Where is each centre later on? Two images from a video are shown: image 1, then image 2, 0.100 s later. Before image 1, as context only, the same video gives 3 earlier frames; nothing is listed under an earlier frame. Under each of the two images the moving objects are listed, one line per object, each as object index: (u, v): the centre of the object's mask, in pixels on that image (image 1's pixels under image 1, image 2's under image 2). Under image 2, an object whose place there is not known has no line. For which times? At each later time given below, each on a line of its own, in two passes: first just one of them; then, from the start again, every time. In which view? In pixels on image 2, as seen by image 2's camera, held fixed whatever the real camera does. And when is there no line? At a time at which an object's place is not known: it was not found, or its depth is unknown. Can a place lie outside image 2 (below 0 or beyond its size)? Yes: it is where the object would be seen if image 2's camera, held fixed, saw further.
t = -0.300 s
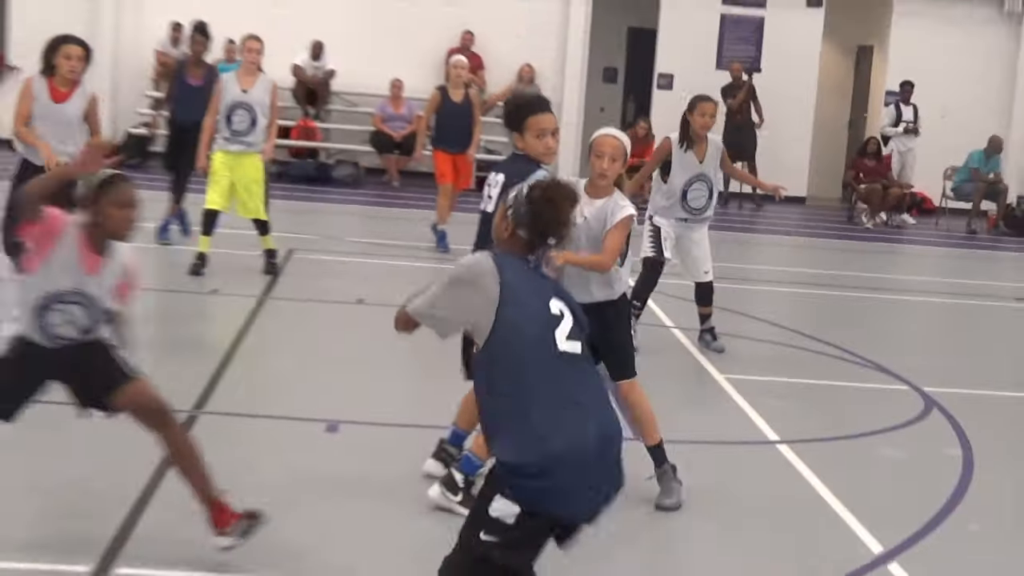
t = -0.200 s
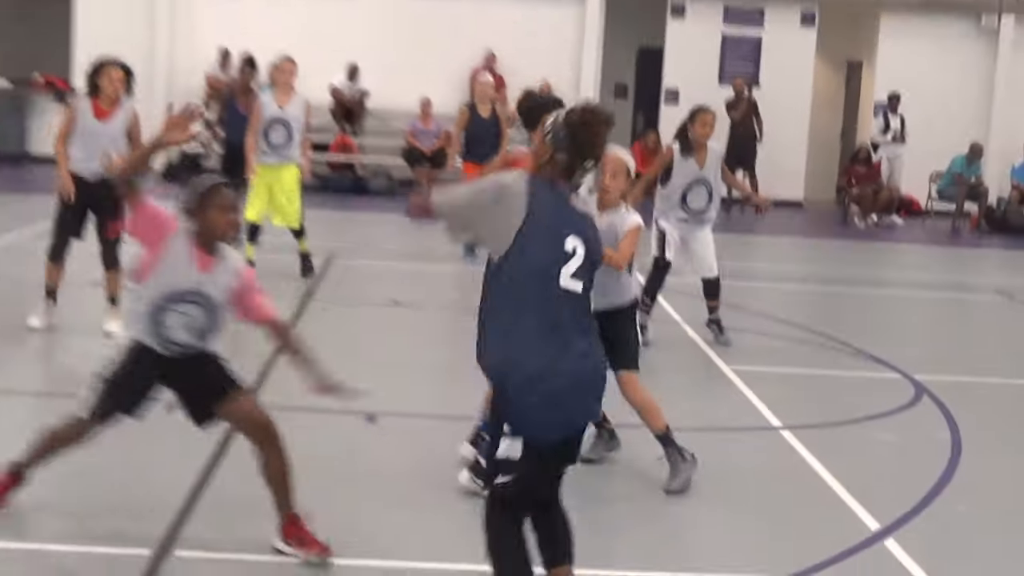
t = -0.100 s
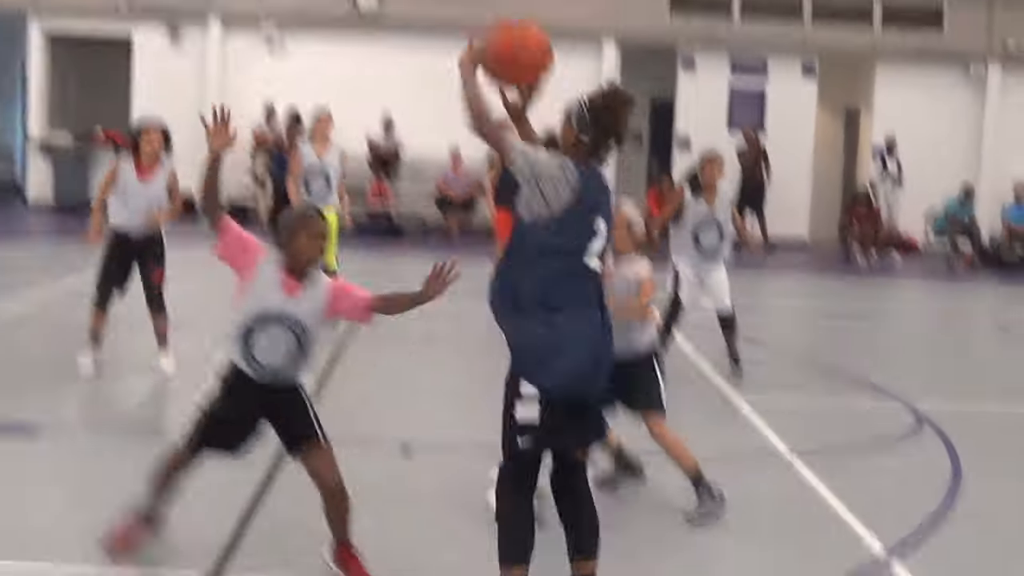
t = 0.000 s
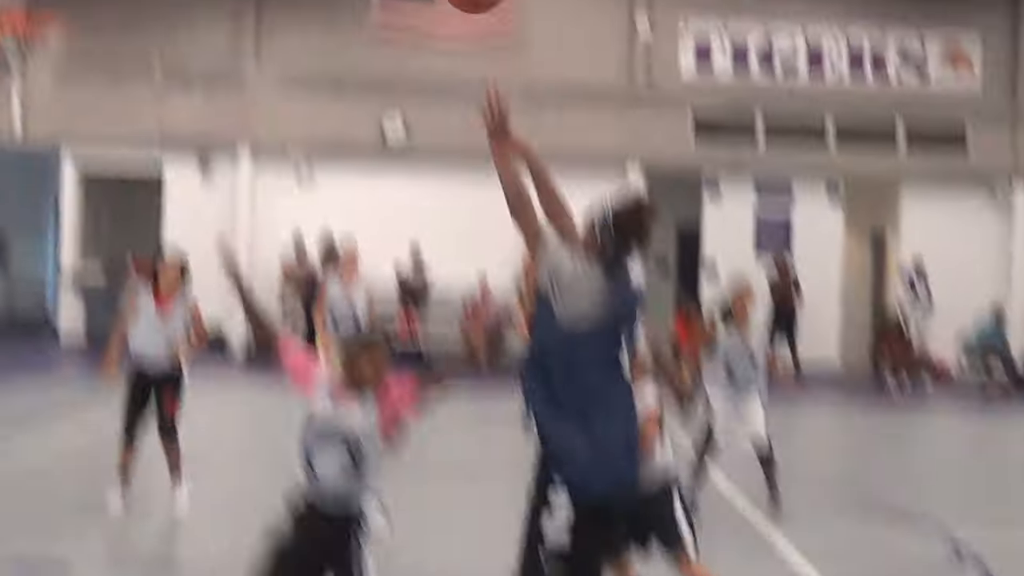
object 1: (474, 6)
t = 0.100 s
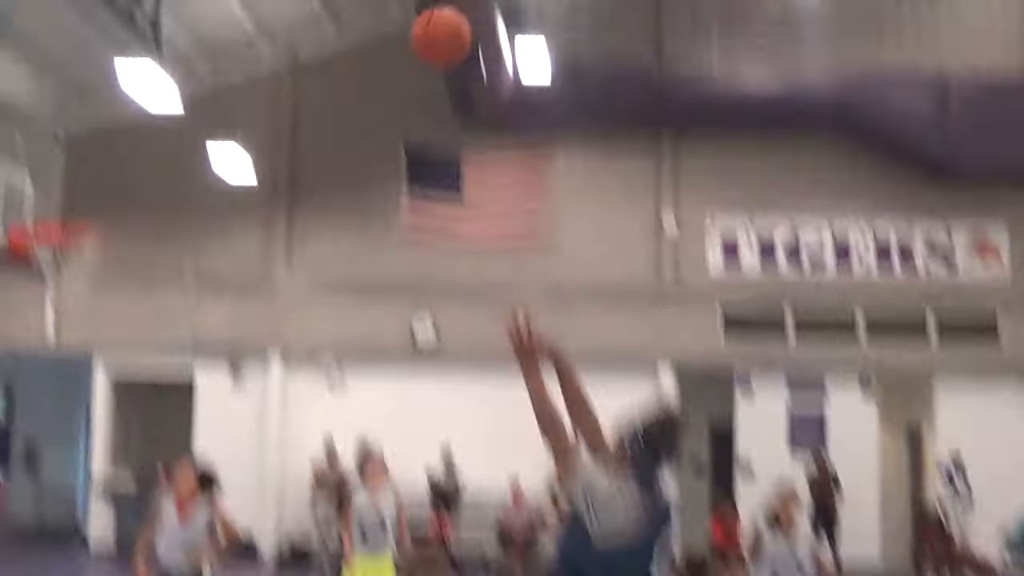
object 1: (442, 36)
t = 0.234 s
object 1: (371, -77)
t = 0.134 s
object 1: (423, 4)
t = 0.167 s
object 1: (405, -29)
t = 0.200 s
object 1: (388, -56)
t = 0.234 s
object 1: (371, -77)
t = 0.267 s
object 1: (356, -95)
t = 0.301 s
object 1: (341, -113)
